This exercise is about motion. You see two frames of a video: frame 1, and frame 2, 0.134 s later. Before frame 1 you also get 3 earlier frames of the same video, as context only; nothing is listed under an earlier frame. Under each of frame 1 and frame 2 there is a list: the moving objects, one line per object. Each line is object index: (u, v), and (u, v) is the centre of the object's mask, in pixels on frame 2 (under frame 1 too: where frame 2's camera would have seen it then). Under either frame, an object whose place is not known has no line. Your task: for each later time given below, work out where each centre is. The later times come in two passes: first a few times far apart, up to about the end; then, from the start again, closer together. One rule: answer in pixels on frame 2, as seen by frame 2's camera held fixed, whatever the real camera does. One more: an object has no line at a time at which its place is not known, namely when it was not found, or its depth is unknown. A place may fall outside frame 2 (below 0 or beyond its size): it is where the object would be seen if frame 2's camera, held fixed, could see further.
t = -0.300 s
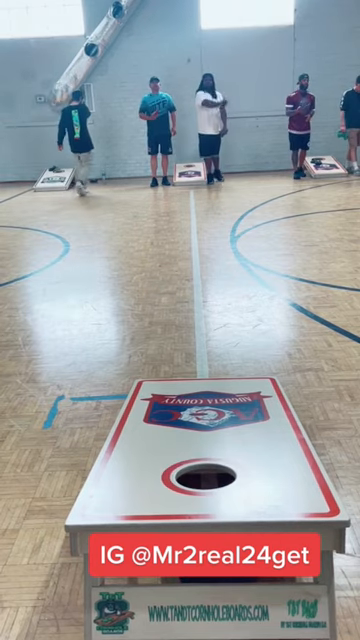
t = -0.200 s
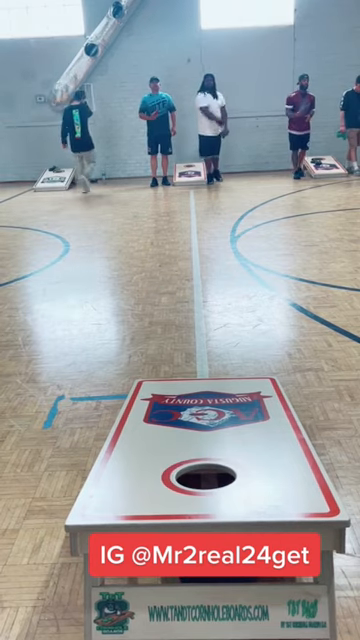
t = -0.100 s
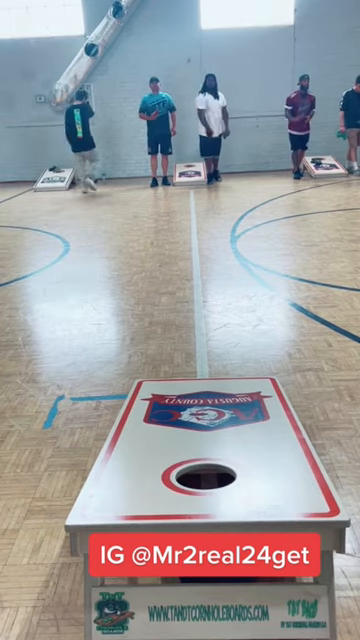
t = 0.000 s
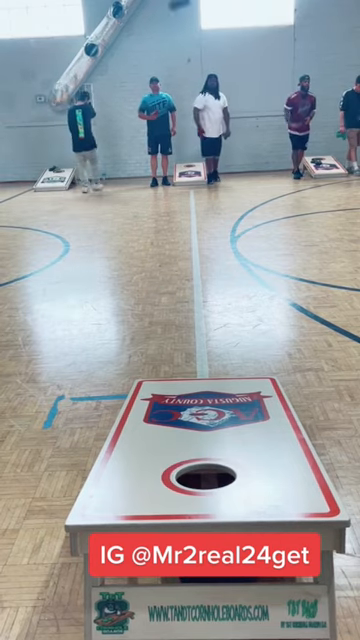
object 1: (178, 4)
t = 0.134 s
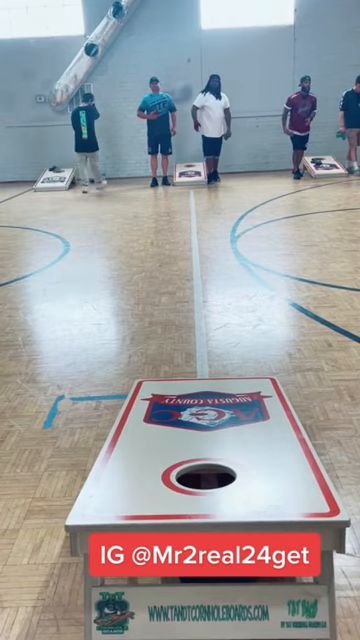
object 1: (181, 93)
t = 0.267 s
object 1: (174, 272)
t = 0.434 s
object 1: (171, 419)
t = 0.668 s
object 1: (163, 473)
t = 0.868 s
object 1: (169, 481)
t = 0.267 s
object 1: (174, 272)
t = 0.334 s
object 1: (172, 398)
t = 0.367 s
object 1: (170, 405)
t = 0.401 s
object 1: (169, 410)
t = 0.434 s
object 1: (171, 419)
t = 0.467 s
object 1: (169, 427)
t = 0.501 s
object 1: (168, 436)
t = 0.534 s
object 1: (167, 444)
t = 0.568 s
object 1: (166, 452)
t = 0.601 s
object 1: (166, 459)
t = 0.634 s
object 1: (164, 466)
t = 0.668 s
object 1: (163, 473)
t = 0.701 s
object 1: (165, 477)
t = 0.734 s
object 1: (166, 480)
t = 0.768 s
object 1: (168, 480)
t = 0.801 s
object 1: (168, 481)
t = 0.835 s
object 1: (168, 481)
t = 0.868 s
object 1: (169, 481)
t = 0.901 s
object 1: (169, 480)
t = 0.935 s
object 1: (169, 480)
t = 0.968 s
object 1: (169, 480)
